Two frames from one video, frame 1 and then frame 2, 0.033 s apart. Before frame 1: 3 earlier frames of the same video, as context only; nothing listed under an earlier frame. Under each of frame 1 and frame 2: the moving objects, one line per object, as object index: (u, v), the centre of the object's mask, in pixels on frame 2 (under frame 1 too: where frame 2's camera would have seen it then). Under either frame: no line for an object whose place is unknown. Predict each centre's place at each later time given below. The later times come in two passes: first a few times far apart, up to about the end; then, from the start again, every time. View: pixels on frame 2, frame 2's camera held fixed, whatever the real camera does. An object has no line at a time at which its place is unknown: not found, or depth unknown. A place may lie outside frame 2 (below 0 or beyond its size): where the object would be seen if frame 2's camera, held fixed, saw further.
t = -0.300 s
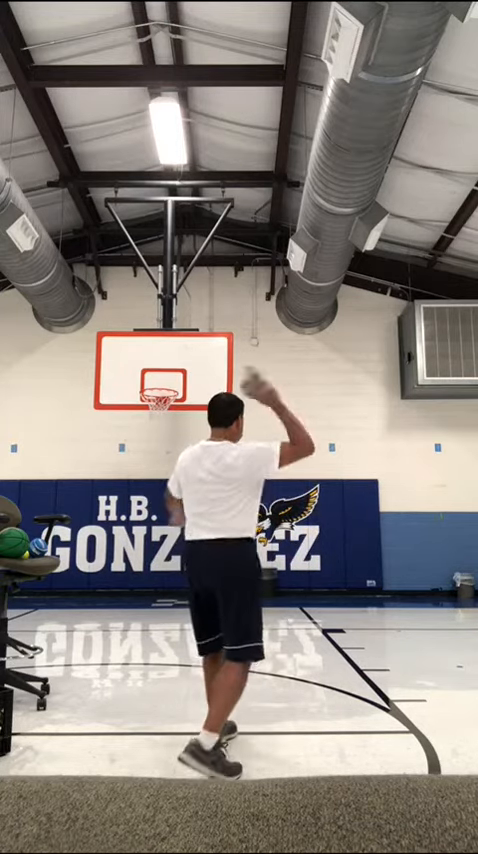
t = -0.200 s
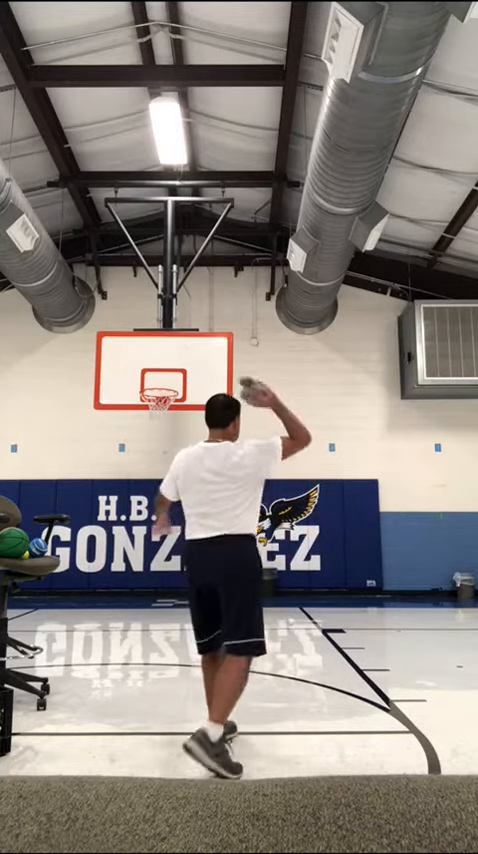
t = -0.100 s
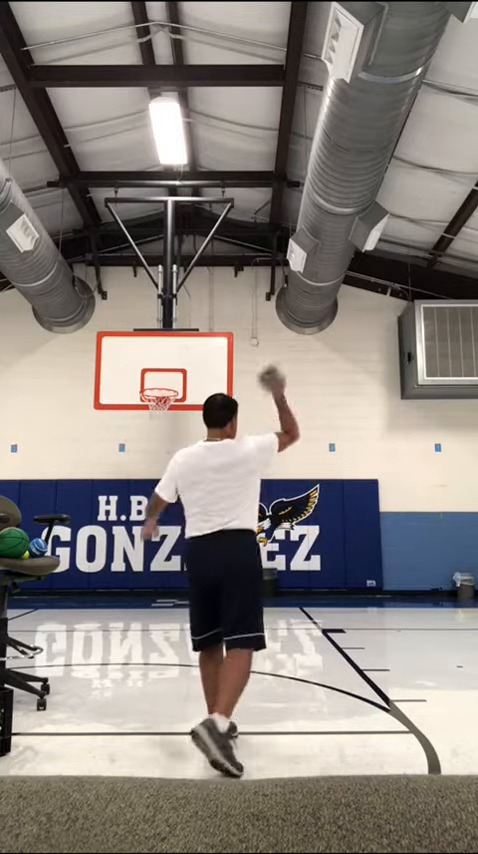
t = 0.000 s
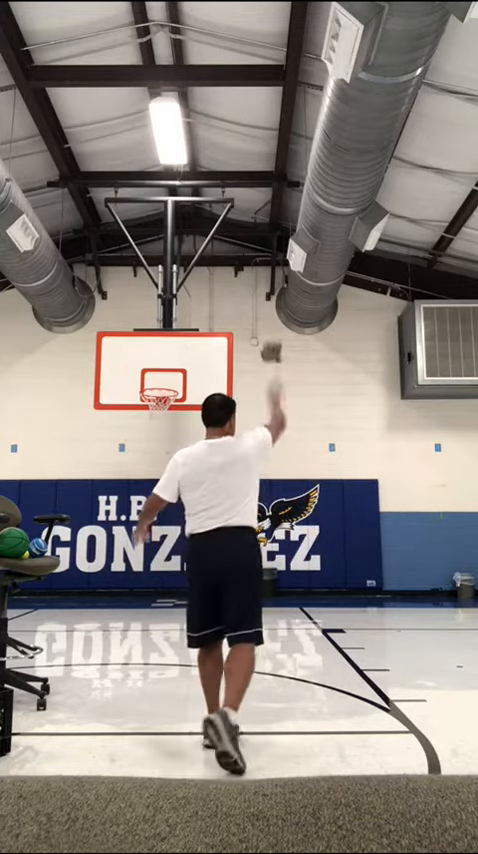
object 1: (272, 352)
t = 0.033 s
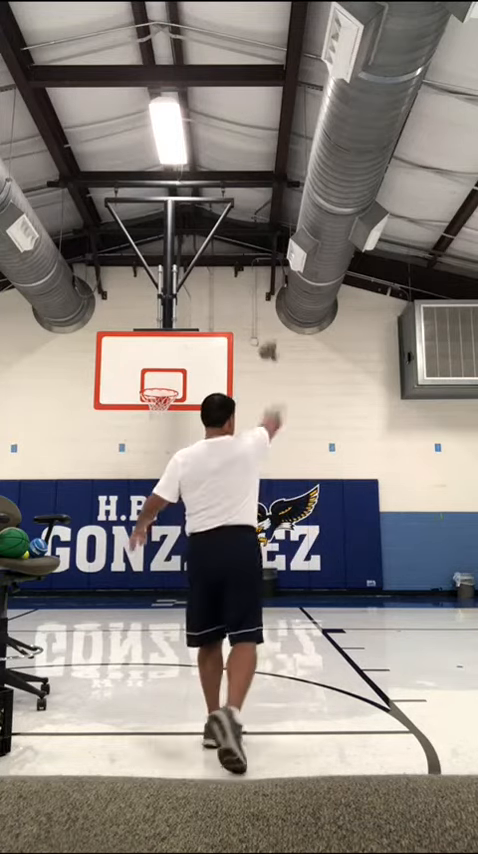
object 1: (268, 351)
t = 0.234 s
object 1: (261, 365)
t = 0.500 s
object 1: (258, 419)
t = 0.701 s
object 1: (257, 471)
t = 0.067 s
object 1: (265, 350)
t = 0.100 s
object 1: (264, 349)
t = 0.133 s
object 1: (263, 351)
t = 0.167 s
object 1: (262, 354)
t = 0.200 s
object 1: (262, 360)
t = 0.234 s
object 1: (261, 365)
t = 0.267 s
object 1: (260, 370)
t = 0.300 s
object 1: (259, 374)
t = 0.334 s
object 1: (258, 380)
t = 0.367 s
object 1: (258, 386)
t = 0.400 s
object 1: (258, 394)
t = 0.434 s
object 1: (258, 402)
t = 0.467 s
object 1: (258, 411)
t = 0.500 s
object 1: (258, 419)
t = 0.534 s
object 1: (257, 426)
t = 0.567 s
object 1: (257, 434)
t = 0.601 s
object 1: (257, 443)
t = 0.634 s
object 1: (257, 451)
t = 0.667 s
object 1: (258, 463)
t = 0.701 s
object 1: (257, 471)
